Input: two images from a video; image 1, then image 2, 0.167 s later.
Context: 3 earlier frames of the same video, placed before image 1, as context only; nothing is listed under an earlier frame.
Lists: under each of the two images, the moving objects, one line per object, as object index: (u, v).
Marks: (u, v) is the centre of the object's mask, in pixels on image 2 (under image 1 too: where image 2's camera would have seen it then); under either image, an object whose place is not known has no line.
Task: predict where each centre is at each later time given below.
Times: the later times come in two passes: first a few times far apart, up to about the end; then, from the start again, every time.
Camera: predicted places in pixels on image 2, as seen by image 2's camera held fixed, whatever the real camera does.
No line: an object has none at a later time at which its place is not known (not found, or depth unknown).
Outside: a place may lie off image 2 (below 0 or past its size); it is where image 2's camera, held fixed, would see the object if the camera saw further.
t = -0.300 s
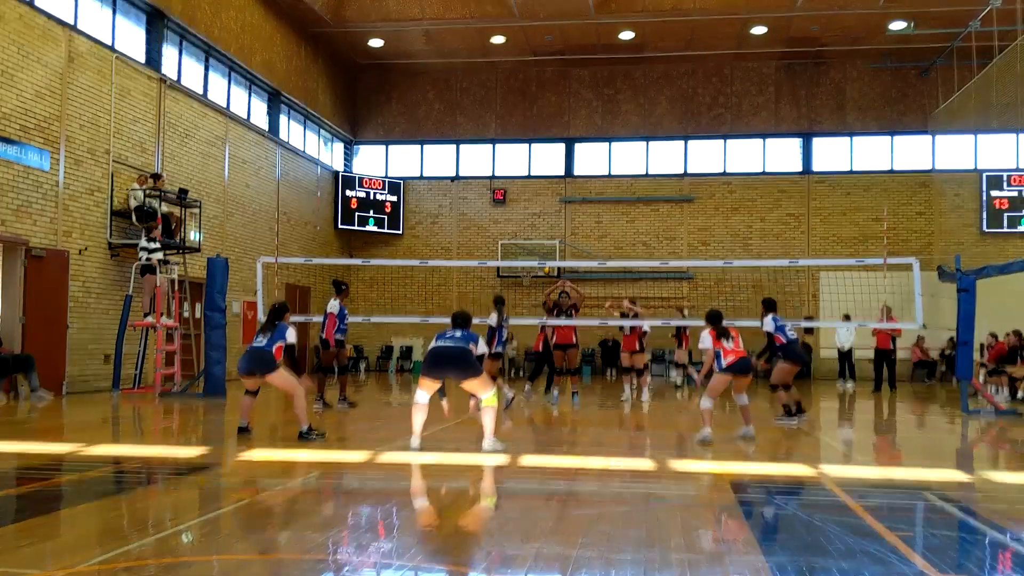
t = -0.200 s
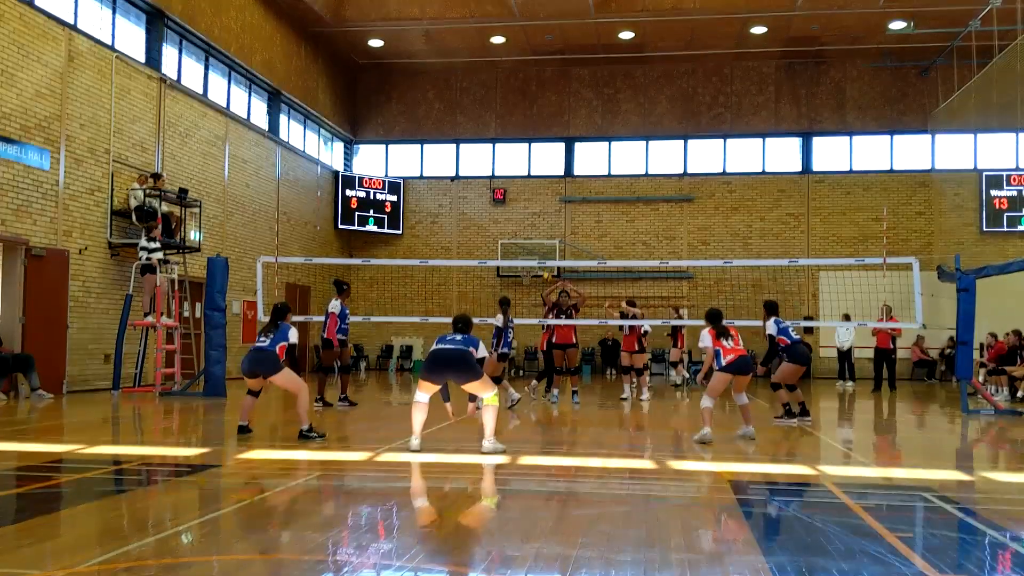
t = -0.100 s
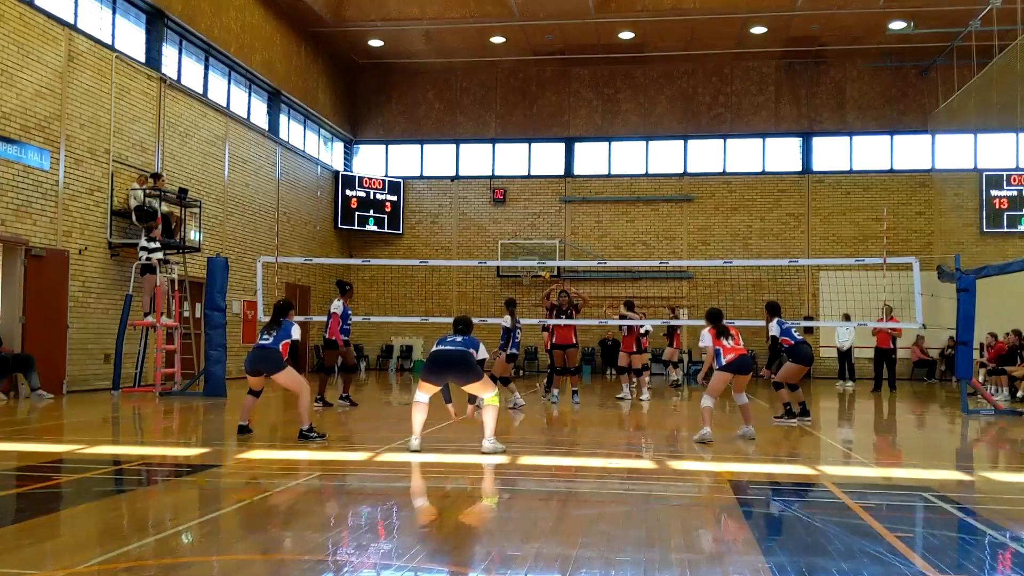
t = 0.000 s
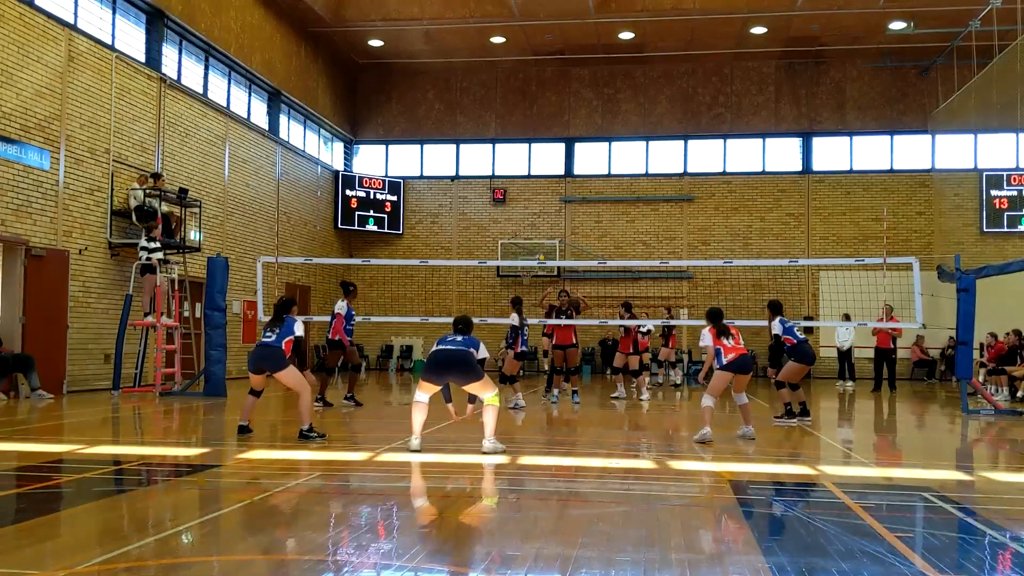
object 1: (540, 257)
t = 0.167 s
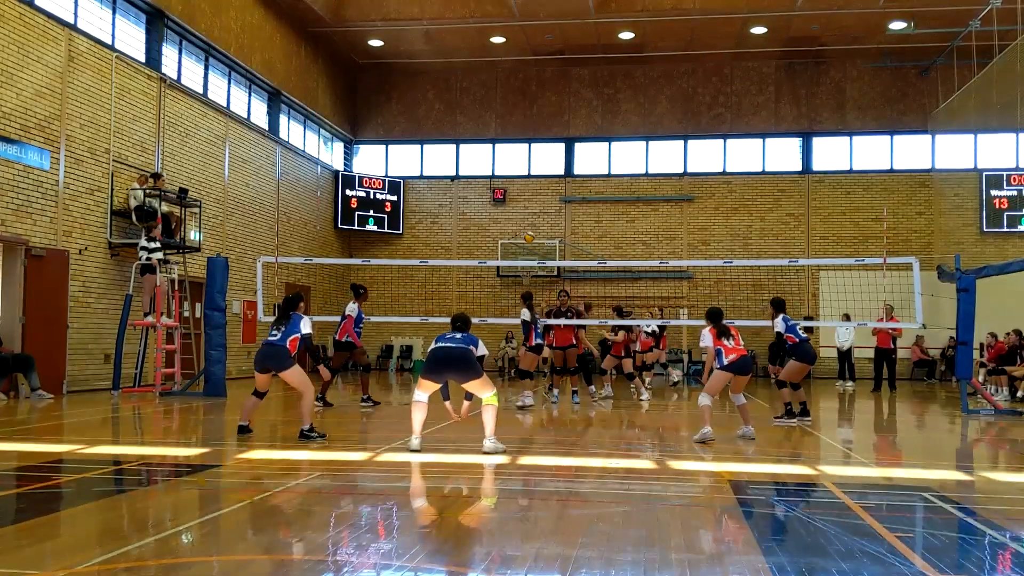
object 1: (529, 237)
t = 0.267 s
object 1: (521, 227)
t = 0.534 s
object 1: (496, 228)
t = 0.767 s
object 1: (471, 274)
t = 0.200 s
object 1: (527, 233)
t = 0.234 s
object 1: (525, 230)
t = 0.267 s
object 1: (521, 227)
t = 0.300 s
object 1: (519, 225)
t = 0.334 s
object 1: (515, 224)
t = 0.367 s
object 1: (514, 222)
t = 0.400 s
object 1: (511, 222)
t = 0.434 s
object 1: (507, 222)
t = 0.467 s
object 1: (504, 222)
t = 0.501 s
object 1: (500, 225)
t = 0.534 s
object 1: (496, 228)
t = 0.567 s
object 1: (492, 231)
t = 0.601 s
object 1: (489, 234)
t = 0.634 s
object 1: (485, 240)
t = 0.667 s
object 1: (482, 246)
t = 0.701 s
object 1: (479, 253)
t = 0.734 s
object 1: (475, 262)
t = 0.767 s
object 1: (471, 274)
